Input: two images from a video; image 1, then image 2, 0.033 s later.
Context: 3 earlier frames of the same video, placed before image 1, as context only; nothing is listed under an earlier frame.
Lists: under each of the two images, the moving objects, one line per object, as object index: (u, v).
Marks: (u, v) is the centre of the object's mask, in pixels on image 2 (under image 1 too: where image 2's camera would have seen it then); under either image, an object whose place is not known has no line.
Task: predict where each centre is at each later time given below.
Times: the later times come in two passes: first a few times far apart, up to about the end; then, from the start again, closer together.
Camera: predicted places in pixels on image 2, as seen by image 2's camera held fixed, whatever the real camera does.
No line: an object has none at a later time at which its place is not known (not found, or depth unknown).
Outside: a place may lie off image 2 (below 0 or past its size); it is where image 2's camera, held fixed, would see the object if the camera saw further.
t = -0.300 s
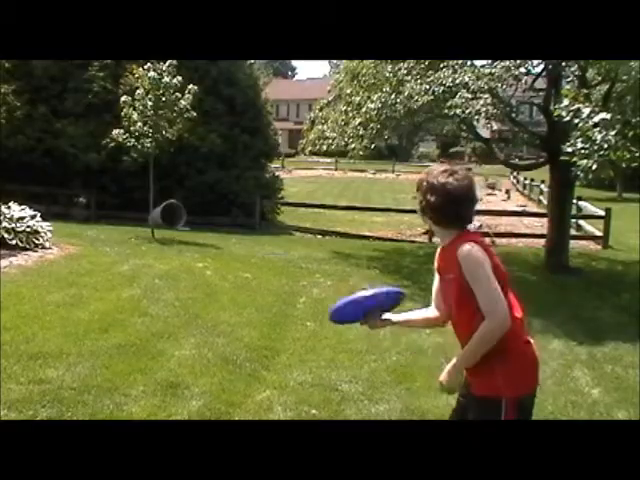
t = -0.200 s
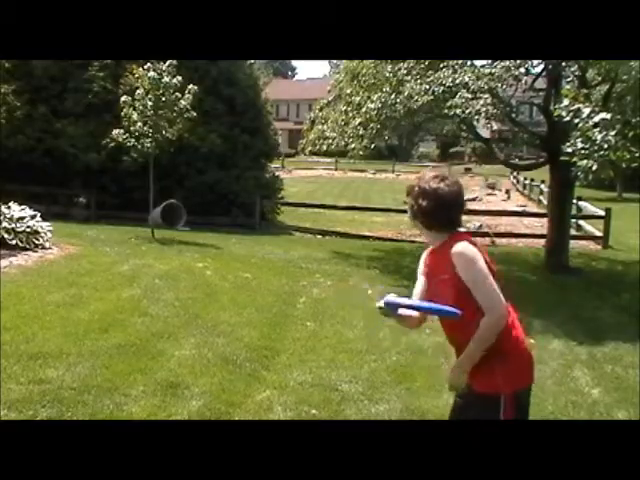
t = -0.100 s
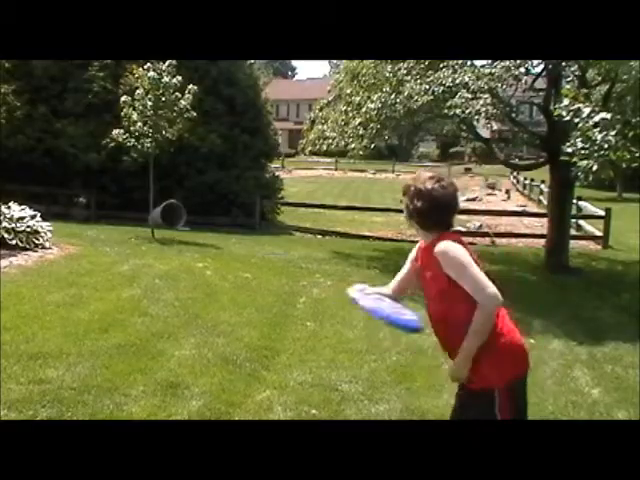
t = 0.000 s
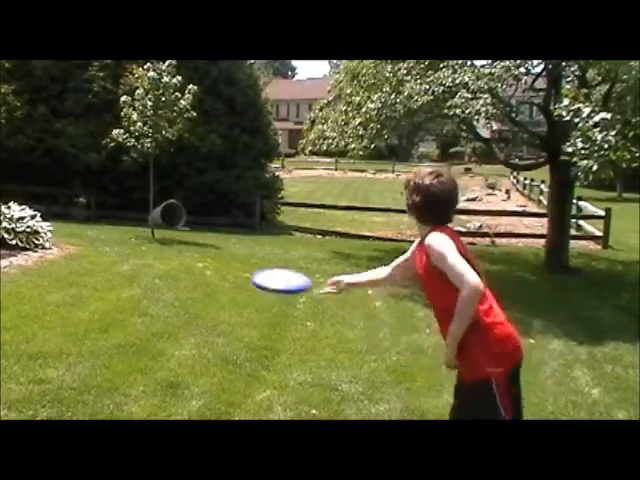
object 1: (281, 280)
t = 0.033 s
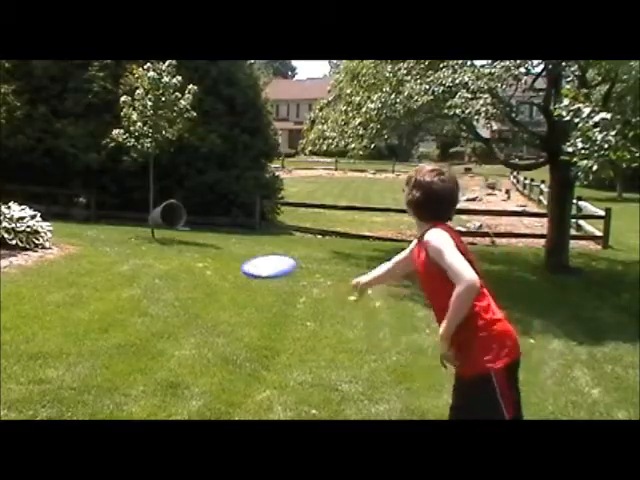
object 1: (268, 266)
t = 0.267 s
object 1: (216, 213)
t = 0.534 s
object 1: (192, 198)
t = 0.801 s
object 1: (181, 198)
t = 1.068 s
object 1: (174, 204)
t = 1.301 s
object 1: (169, 213)
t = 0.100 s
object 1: (247, 244)
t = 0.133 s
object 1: (239, 236)
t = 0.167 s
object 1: (232, 228)
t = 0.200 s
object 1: (227, 222)
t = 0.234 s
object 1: (221, 217)
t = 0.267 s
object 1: (216, 213)
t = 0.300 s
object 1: (211, 209)
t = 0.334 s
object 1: (209, 209)
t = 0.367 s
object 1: (206, 205)
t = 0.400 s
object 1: (202, 203)
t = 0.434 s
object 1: (199, 200)
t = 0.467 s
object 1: (196, 199)
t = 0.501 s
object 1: (194, 199)
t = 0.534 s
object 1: (192, 198)
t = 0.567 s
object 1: (190, 198)
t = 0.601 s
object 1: (189, 197)
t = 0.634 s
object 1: (187, 198)
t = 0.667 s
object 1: (186, 198)
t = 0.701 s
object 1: (185, 197)
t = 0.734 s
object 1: (183, 197)
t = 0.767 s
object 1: (183, 198)
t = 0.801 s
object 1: (181, 198)
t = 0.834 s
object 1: (180, 199)
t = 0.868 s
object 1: (179, 199)
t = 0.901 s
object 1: (178, 200)
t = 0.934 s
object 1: (177, 201)
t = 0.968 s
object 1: (177, 201)
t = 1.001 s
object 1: (176, 202)
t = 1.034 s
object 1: (175, 203)
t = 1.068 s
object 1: (174, 204)
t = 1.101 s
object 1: (174, 205)
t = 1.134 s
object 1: (172, 206)
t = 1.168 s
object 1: (172, 208)
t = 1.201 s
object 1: (172, 209)
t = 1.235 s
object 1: (171, 211)
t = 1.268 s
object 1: (170, 212)
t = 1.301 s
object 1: (169, 213)
